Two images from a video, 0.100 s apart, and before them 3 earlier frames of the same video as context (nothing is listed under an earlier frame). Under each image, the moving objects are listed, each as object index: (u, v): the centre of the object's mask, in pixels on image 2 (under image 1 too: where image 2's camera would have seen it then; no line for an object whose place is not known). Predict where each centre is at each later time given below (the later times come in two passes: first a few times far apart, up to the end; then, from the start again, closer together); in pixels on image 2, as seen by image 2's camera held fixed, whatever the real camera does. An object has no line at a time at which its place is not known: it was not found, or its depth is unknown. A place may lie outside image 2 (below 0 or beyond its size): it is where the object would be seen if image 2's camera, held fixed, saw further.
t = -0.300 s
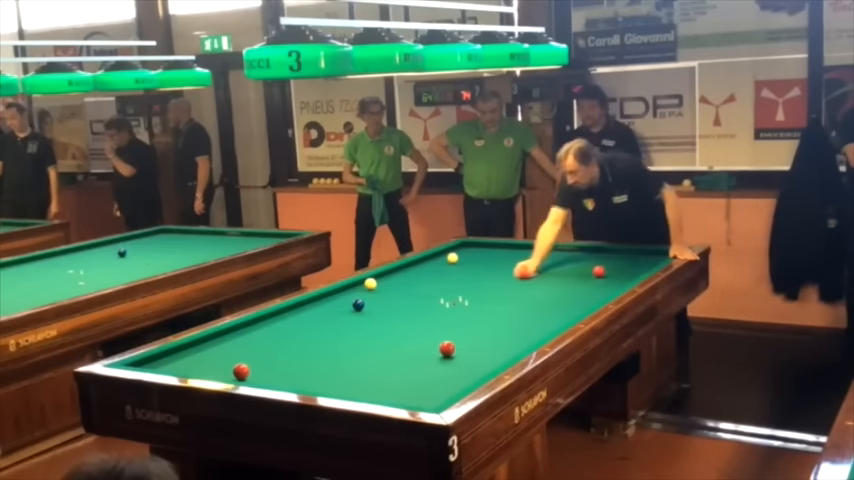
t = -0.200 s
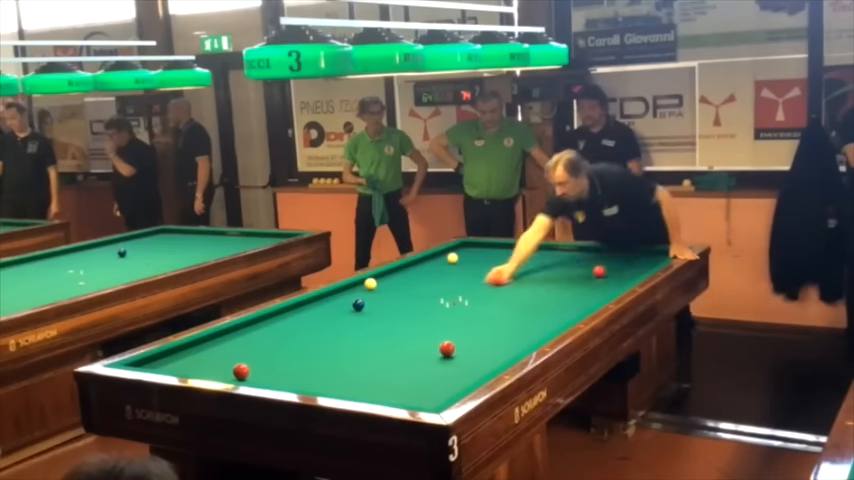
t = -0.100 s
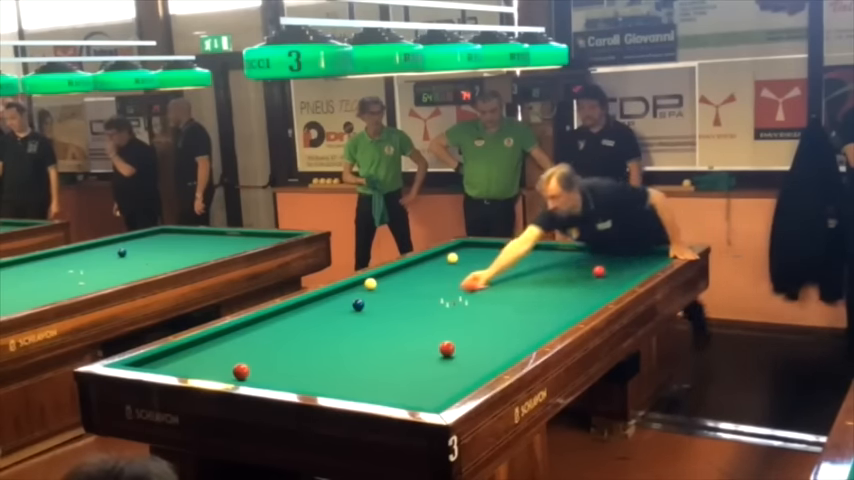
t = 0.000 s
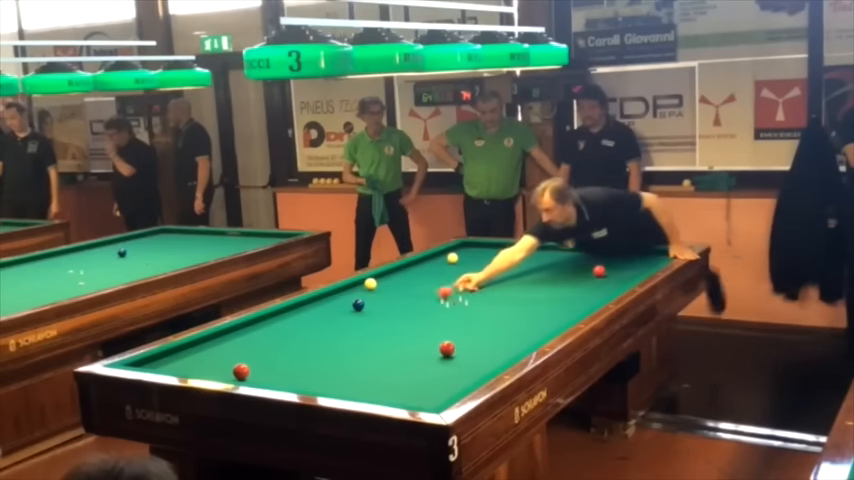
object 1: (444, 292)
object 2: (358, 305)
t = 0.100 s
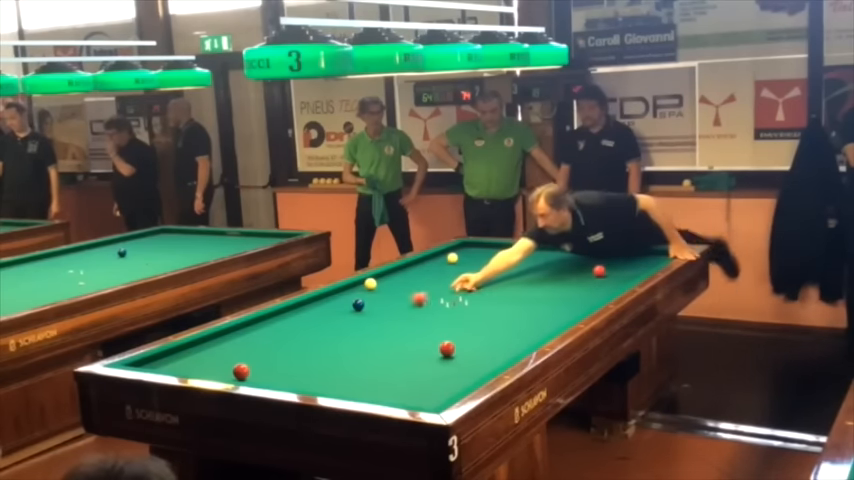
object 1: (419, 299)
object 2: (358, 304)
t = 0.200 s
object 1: (394, 305)
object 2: (358, 304)
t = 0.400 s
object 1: (347, 316)
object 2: (358, 305)
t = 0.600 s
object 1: (296, 328)
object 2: (358, 305)
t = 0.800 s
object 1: (240, 342)
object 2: (358, 305)
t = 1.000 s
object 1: (180, 356)
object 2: (358, 305)
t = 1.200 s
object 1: (147, 361)
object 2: (358, 305)
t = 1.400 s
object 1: (185, 350)
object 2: (358, 304)
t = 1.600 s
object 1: (214, 342)
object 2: (358, 305)
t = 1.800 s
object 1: (239, 336)
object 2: (358, 304)
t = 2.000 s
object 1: (262, 329)
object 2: (358, 305)
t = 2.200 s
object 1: (284, 324)
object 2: (358, 305)
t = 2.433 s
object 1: (307, 318)
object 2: (358, 305)
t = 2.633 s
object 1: (327, 312)
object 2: (358, 305)
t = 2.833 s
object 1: (345, 308)
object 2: (358, 304)
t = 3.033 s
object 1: (350, 306)
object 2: (371, 301)
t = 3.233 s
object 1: (355, 304)
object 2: (383, 299)
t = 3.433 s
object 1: (360, 303)
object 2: (395, 296)
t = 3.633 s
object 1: (364, 301)
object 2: (407, 293)
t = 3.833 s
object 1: (367, 300)
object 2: (417, 291)
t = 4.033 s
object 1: (371, 299)
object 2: (428, 288)
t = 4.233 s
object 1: (374, 298)
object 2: (438, 285)
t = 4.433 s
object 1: (377, 296)
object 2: (447, 283)
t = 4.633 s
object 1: (380, 295)
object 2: (456, 281)
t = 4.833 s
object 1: (382, 294)
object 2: (465, 279)
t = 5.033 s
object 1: (384, 293)
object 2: (473, 277)
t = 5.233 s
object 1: (386, 293)
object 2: (481, 275)
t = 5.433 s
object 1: (388, 292)
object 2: (488, 274)
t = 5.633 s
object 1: (390, 292)
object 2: (495, 272)
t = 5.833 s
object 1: (392, 291)
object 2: (502, 270)
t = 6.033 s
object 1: (393, 290)
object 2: (508, 269)
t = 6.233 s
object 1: (395, 290)
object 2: (515, 267)
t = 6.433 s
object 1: (395, 290)
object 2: (520, 266)
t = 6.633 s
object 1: (396, 289)
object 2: (526, 264)
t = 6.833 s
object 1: (396, 289)
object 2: (531, 263)
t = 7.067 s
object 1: (396, 289)
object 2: (537, 262)
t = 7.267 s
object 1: (397, 289)
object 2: (542, 260)
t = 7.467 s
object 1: (397, 289)
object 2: (546, 260)
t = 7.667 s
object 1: (397, 289)
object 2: (550, 258)
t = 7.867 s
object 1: (397, 289)
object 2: (553, 258)
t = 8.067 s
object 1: (397, 289)
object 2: (557, 257)
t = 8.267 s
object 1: (397, 289)
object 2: (560, 256)
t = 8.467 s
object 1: (397, 289)
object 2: (563, 255)
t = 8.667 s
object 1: (397, 289)
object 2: (566, 254)
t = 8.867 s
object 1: (397, 289)
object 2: (569, 254)
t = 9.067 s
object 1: (397, 289)
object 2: (571, 253)
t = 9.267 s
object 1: (397, 289)
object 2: (573, 253)
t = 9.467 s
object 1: (397, 289)
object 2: (575, 252)
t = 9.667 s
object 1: (397, 289)
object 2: (576, 252)
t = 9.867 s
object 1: (397, 289)
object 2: (578, 252)
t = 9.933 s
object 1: (397, 289)
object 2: (579, 252)
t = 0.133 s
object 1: (411, 301)
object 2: (358, 304)
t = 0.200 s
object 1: (394, 305)
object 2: (358, 304)
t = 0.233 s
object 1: (387, 306)
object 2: (358, 305)
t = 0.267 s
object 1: (379, 308)
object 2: (358, 305)
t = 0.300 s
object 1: (371, 310)
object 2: (358, 305)
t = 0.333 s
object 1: (363, 312)
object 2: (357, 303)
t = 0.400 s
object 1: (347, 316)
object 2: (358, 305)
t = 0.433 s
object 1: (339, 318)
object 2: (358, 305)
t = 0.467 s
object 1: (330, 320)
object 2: (358, 305)
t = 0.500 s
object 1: (322, 322)
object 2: (358, 305)
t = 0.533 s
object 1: (313, 324)
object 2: (358, 305)
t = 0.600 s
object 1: (296, 328)
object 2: (358, 305)
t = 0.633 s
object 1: (287, 331)
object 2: (358, 305)
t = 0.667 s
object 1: (278, 333)
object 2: (358, 305)
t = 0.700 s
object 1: (269, 335)
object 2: (358, 305)
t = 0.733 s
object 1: (260, 337)
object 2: (358, 305)
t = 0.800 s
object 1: (240, 342)
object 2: (358, 305)
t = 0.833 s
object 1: (231, 344)
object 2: (358, 305)
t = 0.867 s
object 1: (221, 347)
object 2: (358, 305)
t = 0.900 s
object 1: (210, 349)
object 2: (358, 305)
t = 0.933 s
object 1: (200, 352)
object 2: (358, 305)
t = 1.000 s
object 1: (180, 356)
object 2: (358, 305)
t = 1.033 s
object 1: (169, 359)
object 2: (358, 305)
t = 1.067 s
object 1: (159, 361)
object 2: (358, 305)
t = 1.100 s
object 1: (149, 362)
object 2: (358, 305)
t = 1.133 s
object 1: (139, 364)
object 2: (358, 305)
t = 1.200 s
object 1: (147, 361)
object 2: (358, 305)
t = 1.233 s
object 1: (153, 359)
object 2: (358, 304)
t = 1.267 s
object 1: (160, 357)
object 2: (358, 305)
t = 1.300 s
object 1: (167, 355)
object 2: (358, 304)
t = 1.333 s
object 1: (174, 353)
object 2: (358, 305)
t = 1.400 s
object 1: (185, 350)
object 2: (358, 304)
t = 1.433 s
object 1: (191, 348)
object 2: (358, 305)
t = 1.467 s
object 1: (196, 347)
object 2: (358, 304)
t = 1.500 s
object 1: (201, 346)
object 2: (358, 304)
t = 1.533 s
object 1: (206, 345)
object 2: (358, 304)
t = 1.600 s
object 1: (214, 342)
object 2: (358, 305)
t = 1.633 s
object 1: (219, 341)
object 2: (358, 304)
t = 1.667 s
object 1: (222, 340)
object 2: (358, 305)
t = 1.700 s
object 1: (227, 339)
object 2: (358, 304)
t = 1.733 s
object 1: (231, 338)
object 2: (358, 304)
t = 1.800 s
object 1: (239, 336)
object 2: (358, 304)
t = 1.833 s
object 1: (243, 335)
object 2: (358, 304)
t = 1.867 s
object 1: (247, 334)
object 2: (358, 305)
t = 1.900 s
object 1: (250, 333)
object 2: (358, 305)
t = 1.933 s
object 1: (254, 331)
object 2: (358, 305)
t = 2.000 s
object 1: (262, 329)
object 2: (358, 305)
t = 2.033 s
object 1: (265, 328)
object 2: (358, 305)
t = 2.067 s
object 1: (270, 328)
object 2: (358, 305)
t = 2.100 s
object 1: (273, 327)
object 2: (358, 305)
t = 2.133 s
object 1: (277, 326)
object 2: (358, 305)
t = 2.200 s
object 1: (284, 324)
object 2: (358, 305)
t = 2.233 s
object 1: (287, 323)
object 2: (358, 305)
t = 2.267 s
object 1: (291, 322)
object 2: (358, 305)
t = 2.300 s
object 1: (294, 321)
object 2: (358, 305)
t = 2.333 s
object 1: (298, 320)
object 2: (358, 305)
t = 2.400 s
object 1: (304, 319)
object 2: (358, 305)
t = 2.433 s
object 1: (307, 318)
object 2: (358, 305)
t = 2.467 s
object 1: (311, 317)
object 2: (358, 305)
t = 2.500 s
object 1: (314, 316)
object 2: (358, 305)
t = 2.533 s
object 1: (317, 315)
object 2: (358, 305)
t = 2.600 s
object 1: (323, 313)
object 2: (358, 305)
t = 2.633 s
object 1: (327, 312)
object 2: (358, 305)
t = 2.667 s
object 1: (329, 312)
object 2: (358, 305)
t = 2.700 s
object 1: (332, 311)
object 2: (358, 305)
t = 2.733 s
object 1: (335, 310)
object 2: (358, 305)
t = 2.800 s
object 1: (342, 308)
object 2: (358, 304)
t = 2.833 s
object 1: (345, 308)
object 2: (358, 304)
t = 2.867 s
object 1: (347, 307)
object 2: (359, 304)
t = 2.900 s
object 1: (348, 307)
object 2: (361, 304)
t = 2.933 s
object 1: (349, 307)
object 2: (364, 303)
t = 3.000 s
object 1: (350, 306)
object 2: (369, 302)
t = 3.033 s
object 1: (350, 306)
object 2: (371, 301)
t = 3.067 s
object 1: (351, 305)
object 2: (373, 301)
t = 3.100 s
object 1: (352, 305)
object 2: (375, 301)
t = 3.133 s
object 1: (353, 305)
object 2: (377, 300)
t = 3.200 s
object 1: (354, 304)
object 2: (381, 299)
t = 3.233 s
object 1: (355, 304)
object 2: (383, 299)
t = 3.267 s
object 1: (356, 304)
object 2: (385, 298)
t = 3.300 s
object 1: (357, 304)
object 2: (387, 298)
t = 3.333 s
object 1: (358, 303)
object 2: (390, 297)
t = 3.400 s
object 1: (359, 303)
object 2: (393, 296)
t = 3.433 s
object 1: (360, 303)
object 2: (395, 296)
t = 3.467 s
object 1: (360, 302)
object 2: (397, 295)
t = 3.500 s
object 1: (361, 302)
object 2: (399, 295)
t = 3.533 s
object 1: (362, 302)
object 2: (401, 294)
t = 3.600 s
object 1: (363, 301)
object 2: (405, 294)
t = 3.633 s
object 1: (364, 301)
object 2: (407, 293)
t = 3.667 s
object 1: (364, 301)
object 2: (409, 293)
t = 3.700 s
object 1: (365, 301)
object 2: (410, 292)
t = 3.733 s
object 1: (366, 301)
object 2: (412, 292)
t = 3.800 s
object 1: (367, 300)
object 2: (416, 291)
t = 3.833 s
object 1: (367, 300)
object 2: (417, 291)
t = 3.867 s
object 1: (368, 300)
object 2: (419, 290)
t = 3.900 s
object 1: (369, 300)
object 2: (421, 290)
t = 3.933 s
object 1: (369, 300)
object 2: (423, 289)
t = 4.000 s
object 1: (371, 299)
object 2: (426, 289)
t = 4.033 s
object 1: (371, 299)
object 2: (428, 288)
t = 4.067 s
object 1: (372, 299)
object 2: (429, 288)
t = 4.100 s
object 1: (372, 298)
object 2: (431, 287)
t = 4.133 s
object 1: (373, 298)
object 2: (433, 287)
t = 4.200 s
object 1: (374, 297)
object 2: (436, 286)
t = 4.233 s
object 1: (374, 298)
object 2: (438, 285)
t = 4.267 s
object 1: (375, 297)
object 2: (439, 285)
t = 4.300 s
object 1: (376, 297)
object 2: (441, 285)
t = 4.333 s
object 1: (376, 297)
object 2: (443, 284)
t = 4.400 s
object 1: (377, 297)
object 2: (445, 284)
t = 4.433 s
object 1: (377, 296)
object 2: (447, 283)
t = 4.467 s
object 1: (378, 296)
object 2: (449, 283)
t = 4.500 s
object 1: (378, 296)
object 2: (450, 283)
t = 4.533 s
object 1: (379, 296)
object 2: (452, 282)
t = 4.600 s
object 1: (379, 295)
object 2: (455, 282)
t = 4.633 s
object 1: (380, 295)
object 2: (456, 281)
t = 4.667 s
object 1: (380, 295)
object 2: (458, 281)
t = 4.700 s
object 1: (381, 295)
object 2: (459, 281)
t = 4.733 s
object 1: (381, 295)
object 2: (460, 281)
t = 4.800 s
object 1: (382, 295)
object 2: (464, 279)
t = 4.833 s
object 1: (382, 294)
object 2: (465, 279)
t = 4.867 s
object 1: (383, 294)
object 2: (466, 279)
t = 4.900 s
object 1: (383, 294)
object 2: (468, 278)
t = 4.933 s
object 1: (383, 294)
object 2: (469, 278)
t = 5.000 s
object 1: (384, 294)
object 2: (472, 277)
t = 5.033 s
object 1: (384, 293)
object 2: (473, 277)
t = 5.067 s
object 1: (385, 293)
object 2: (474, 277)
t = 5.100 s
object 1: (385, 293)
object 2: (475, 277)
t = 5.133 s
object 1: (385, 293)
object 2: (477, 277)
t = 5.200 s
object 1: (386, 293)
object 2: (479, 276)
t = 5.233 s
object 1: (386, 293)
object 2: (481, 275)
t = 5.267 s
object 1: (387, 293)
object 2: (482, 275)
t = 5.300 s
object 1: (387, 293)
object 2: (483, 275)
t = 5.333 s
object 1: (387, 292)
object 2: (485, 274)
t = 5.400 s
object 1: (388, 293)
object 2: (487, 274)
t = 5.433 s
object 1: (388, 292)
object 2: (488, 274)
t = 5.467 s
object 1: (389, 292)
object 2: (489, 273)
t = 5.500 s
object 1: (389, 292)
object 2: (491, 273)
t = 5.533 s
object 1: (389, 292)
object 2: (492, 273)
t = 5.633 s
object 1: (390, 292)
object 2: (495, 272)
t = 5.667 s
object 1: (391, 291)
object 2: (497, 272)
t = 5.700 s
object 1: (390, 292)
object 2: (497, 271)
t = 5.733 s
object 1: (391, 291)
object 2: (499, 271)
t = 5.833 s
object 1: (392, 291)
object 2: (502, 270)
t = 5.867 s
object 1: (392, 291)
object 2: (503, 270)
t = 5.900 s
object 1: (392, 291)
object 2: (504, 270)
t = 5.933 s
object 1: (392, 291)
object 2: (505, 269)
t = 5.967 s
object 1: (393, 291)
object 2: (506, 269)
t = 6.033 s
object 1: (393, 290)
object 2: (508, 269)
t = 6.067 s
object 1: (394, 290)
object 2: (509, 268)
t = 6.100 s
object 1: (394, 290)
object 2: (510, 268)
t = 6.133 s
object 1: (394, 290)
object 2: (511, 268)
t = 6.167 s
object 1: (394, 290)
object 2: (512, 268)
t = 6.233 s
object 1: (395, 290)
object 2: (515, 267)
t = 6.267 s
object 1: (395, 290)
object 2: (516, 267)
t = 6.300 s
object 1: (395, 290)
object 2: (516, 266)
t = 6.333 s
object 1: (395, 290)
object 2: (517, 266)
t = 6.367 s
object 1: (395, 290)
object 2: (518, 266)
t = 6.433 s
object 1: (395, 290)
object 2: (520, 266)
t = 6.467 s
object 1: (396, 290)
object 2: (521, 265)
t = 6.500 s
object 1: (396, 289)
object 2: (522, 265)
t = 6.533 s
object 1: (396, 290)
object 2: (523, 265)
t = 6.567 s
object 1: (396, 290)
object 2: (524, 265)
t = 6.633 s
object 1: (396, 289)
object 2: (526, 264)
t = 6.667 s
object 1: (396, 289)
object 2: (527, 264)
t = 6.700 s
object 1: (396, 289)
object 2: (527, 264)
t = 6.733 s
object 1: (396, 289)
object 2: (528, 263)
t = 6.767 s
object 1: (396, 289)
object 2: (529, 263)
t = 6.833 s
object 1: (396, 289)
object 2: (531, 263)
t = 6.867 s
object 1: (396, 289)
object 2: (532, 263)
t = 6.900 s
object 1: (396, 289)
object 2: (533, 263)
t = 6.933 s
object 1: (396, 289)
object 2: (534, 262)
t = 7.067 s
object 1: (396, 289)
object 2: (537, 262)
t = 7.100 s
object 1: (396, 289)
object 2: (538, 261)
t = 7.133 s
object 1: (397, 289)
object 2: (538, 261)
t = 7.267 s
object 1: (397, 289)
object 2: (542, 260)
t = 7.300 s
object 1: (397, 289)
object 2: (542, 260)
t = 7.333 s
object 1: (397, 289)
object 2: (543, 260)
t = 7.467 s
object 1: (397, 289)
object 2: (546, 260)
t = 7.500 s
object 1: (397, 289)
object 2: (546, 260)
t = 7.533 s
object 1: (397, 289)
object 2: (547, 259)
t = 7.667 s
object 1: (397, 289)
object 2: (550, 258)
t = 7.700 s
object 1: (397, 289)
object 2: (551, 258)
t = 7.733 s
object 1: (397, 289)
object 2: (551, 258)
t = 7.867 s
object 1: (397, 289)
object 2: (553, 258)
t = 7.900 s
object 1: (397, 289)
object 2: (554, 258)
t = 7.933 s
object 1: (397, 289)
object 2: (555, 258)
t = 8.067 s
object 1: (397, 289)
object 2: (557, 257)
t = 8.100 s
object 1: (397, 289)
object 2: (557, 257)
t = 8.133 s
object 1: (397, 289)
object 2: (558, 256)
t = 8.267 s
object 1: (397, 289)
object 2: (560, 256)
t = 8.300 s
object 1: (397, 289)
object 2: (561, 256)
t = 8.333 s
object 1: (397, 289)
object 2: (561, 256)
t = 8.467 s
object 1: (397, 289)
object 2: (563, 255)
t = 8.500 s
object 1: (397, 289)
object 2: (564, 255)
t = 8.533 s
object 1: (397, 289)
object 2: (564, 255)
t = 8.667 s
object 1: (397, 289)
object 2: (566, 254)
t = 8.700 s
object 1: (397, 289)
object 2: (567, 254)
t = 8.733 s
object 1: (397, 289)
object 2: (567, 254)
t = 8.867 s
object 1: (397, 289)
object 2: (569, 254)
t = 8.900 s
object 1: (397, 289)
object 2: (569, 254)
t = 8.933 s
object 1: (397, 289)
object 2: (570, 253)
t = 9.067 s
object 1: (397, 289)
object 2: (571, 253)
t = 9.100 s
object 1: (397, 289)
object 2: (571, 253)
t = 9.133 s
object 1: (397, 289)
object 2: (572, 253)
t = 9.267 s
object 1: (397, 289)
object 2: (573, 253)
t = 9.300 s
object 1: (397, 289)
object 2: (574, 252)
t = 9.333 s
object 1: (397, 289)
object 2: (574, 253)
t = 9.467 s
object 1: (397, 289)
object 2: (575, 252)
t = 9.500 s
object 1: (397, 289)
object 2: (575, 252)
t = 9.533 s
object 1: (397, 289)
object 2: (576, 252)
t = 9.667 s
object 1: (397, 289)
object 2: (576, 252)
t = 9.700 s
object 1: (397, 289)
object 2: (577, 252)
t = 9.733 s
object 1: (397, 289)
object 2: (577, 252)
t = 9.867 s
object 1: (397, 289)
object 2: (578, 252)
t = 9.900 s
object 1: (397, 289)
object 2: (578, 252)
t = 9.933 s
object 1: (397, 289)
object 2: (579, 252)
